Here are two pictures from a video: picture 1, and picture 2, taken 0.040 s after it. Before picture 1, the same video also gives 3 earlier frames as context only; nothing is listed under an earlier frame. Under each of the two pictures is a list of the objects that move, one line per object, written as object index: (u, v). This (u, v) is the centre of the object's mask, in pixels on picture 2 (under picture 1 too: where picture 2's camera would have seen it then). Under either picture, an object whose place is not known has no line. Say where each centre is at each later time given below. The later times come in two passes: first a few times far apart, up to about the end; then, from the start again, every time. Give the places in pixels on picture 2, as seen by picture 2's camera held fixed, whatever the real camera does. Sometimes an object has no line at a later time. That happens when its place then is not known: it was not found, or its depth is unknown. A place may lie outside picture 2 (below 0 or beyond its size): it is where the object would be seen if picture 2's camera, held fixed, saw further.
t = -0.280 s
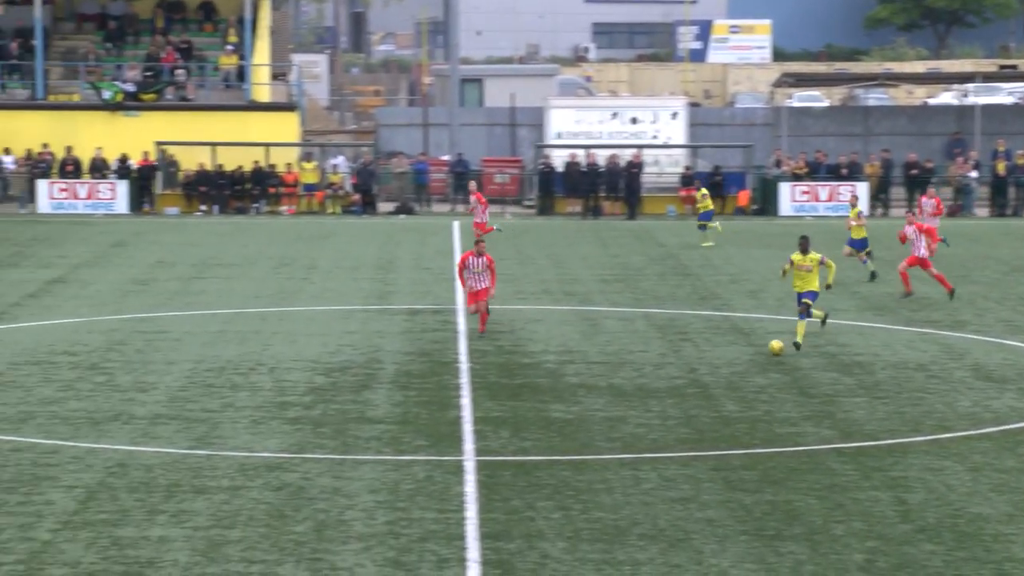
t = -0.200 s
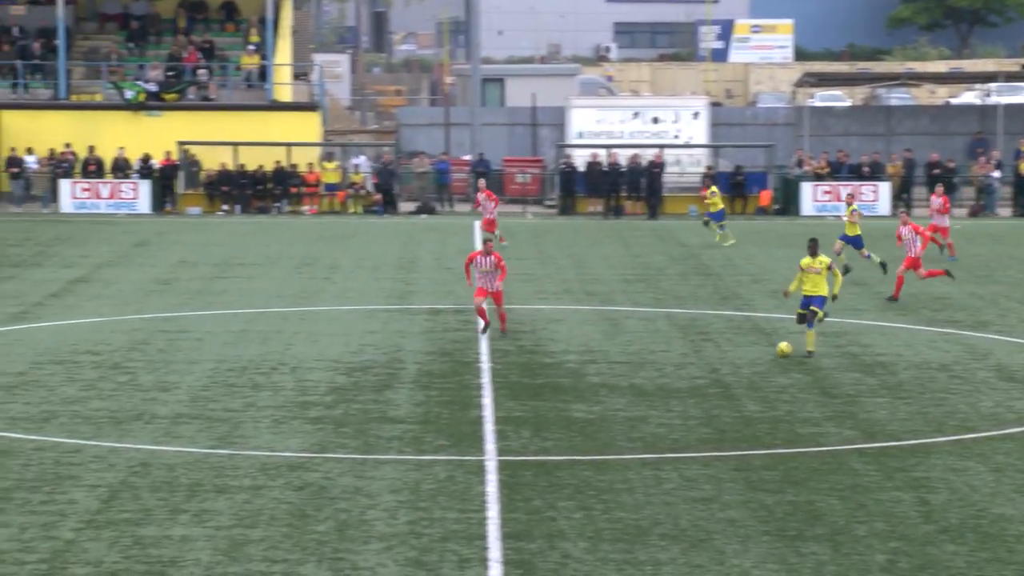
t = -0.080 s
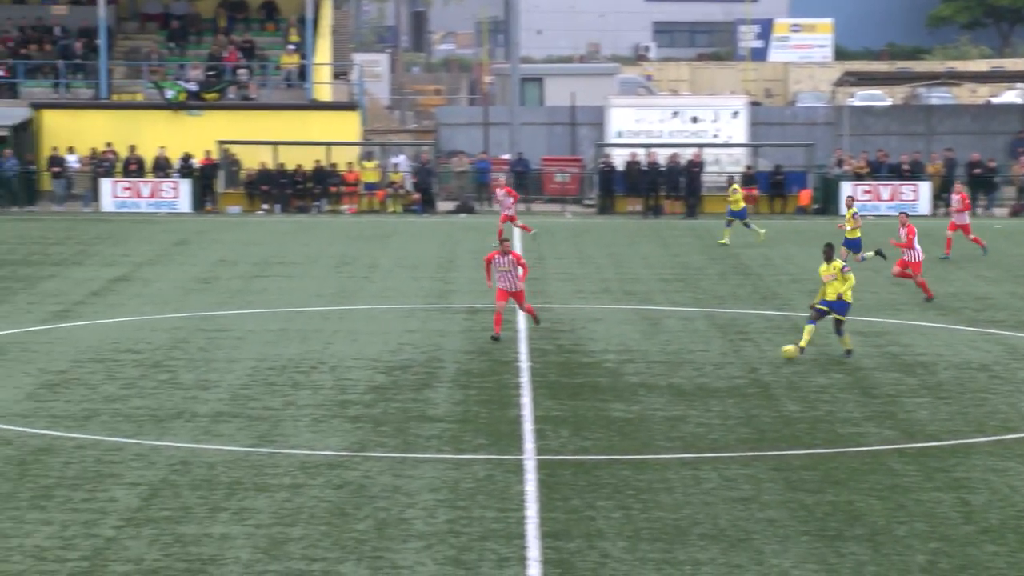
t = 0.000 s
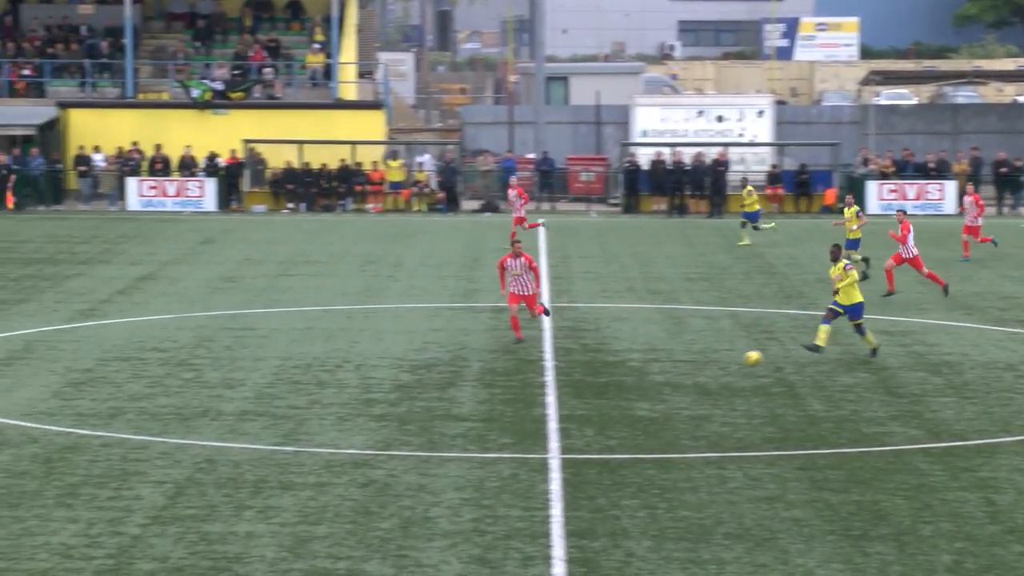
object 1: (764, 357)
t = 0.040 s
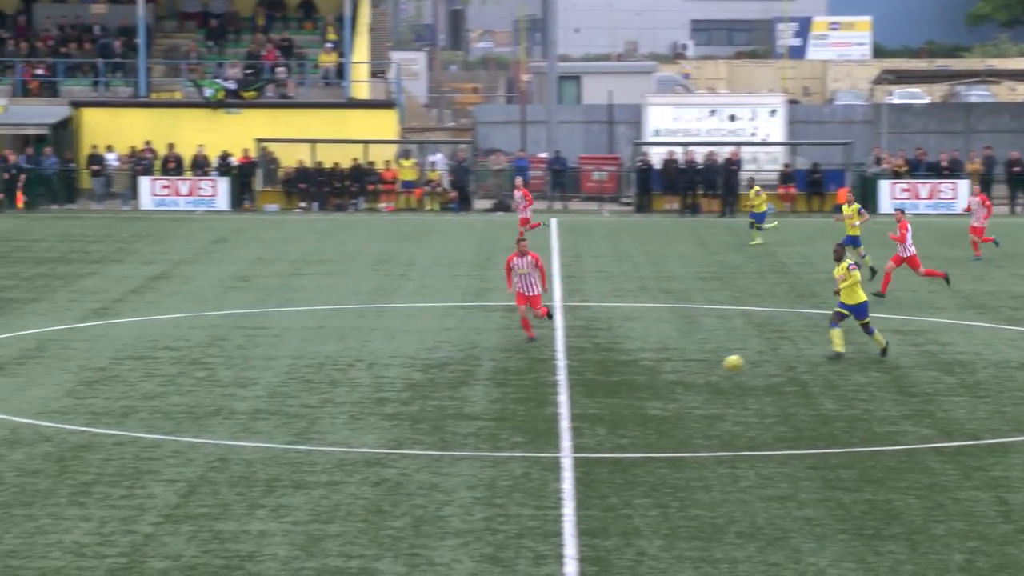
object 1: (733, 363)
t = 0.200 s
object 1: (602, 391)
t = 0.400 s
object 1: (438, 429)
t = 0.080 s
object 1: (700, 368)
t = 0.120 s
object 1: (667, 377)
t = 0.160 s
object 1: (634, 387)
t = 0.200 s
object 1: (602, 391)
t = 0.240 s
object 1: (571, 397)
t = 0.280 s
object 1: (538, 402)
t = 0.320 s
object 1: (504, 409)
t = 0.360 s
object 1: (471, 418)
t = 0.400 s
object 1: (438, 429)
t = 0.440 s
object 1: (405, 434)
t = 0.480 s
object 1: (374, 438)
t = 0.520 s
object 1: (341, 444)
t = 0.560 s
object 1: (307, 452)
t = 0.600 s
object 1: (272, 462)
